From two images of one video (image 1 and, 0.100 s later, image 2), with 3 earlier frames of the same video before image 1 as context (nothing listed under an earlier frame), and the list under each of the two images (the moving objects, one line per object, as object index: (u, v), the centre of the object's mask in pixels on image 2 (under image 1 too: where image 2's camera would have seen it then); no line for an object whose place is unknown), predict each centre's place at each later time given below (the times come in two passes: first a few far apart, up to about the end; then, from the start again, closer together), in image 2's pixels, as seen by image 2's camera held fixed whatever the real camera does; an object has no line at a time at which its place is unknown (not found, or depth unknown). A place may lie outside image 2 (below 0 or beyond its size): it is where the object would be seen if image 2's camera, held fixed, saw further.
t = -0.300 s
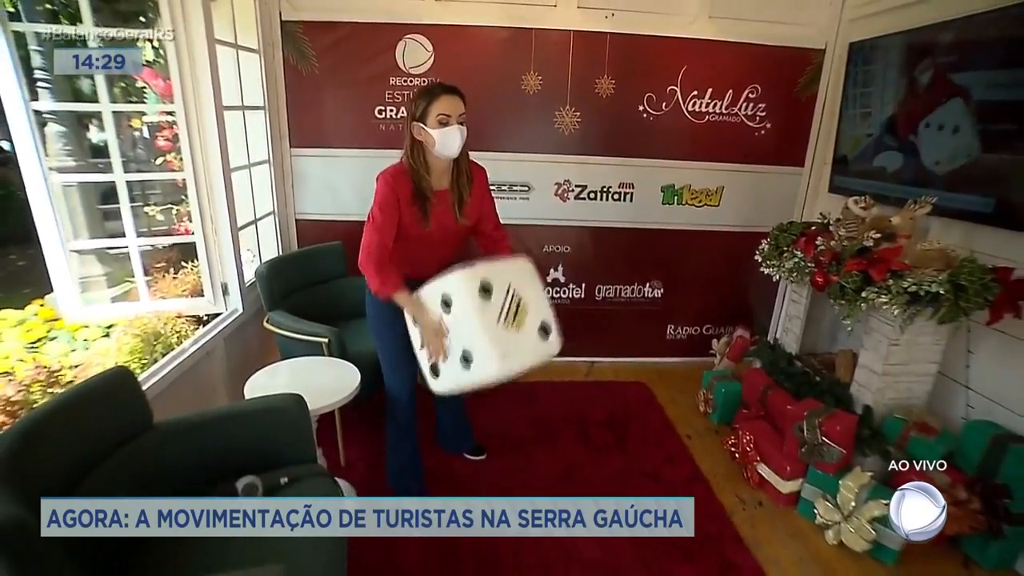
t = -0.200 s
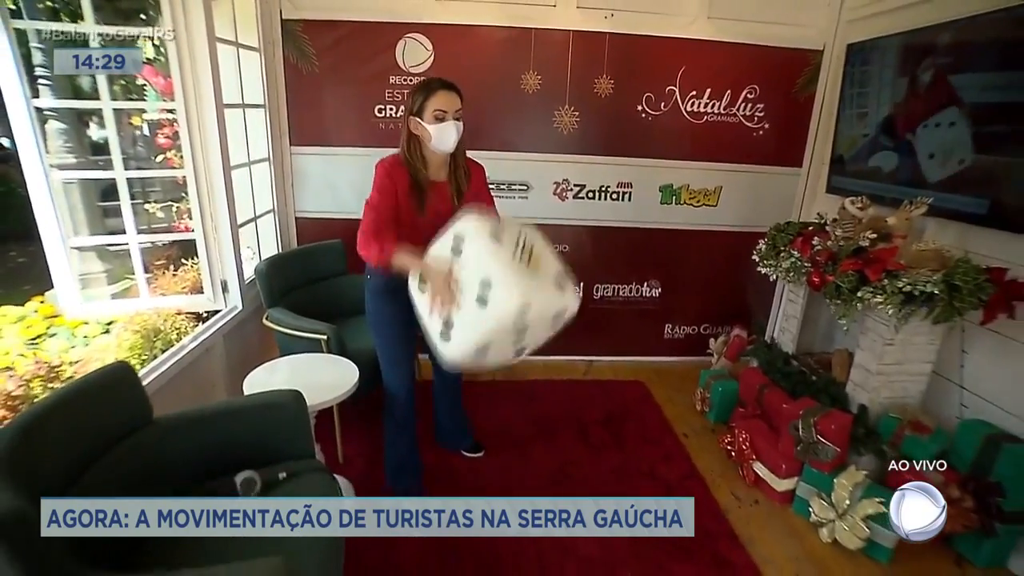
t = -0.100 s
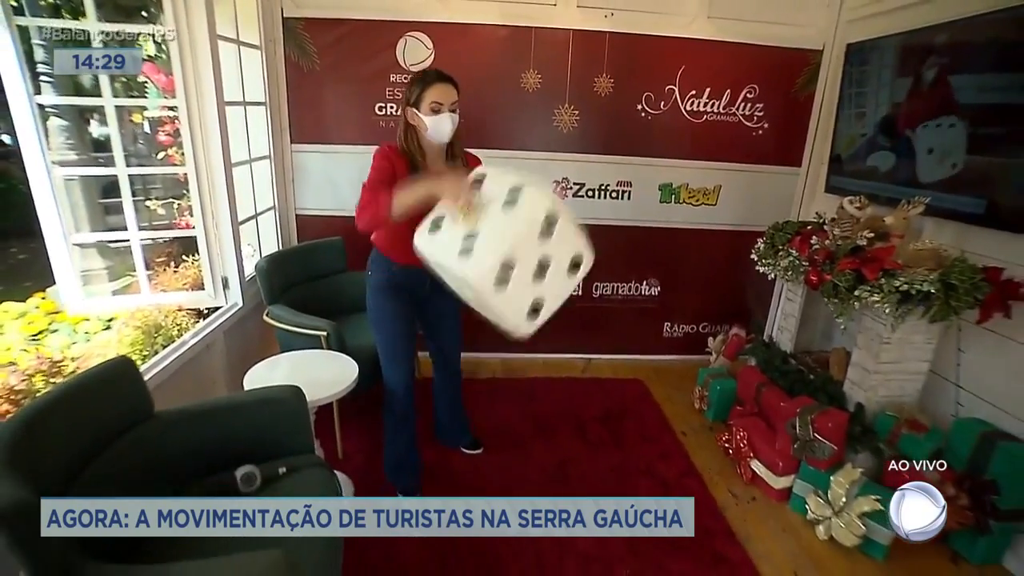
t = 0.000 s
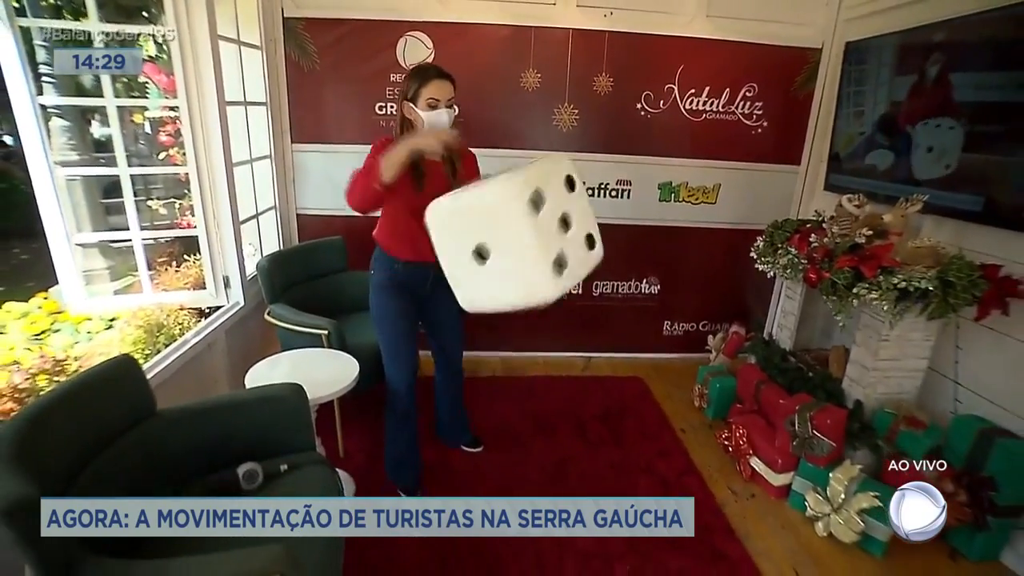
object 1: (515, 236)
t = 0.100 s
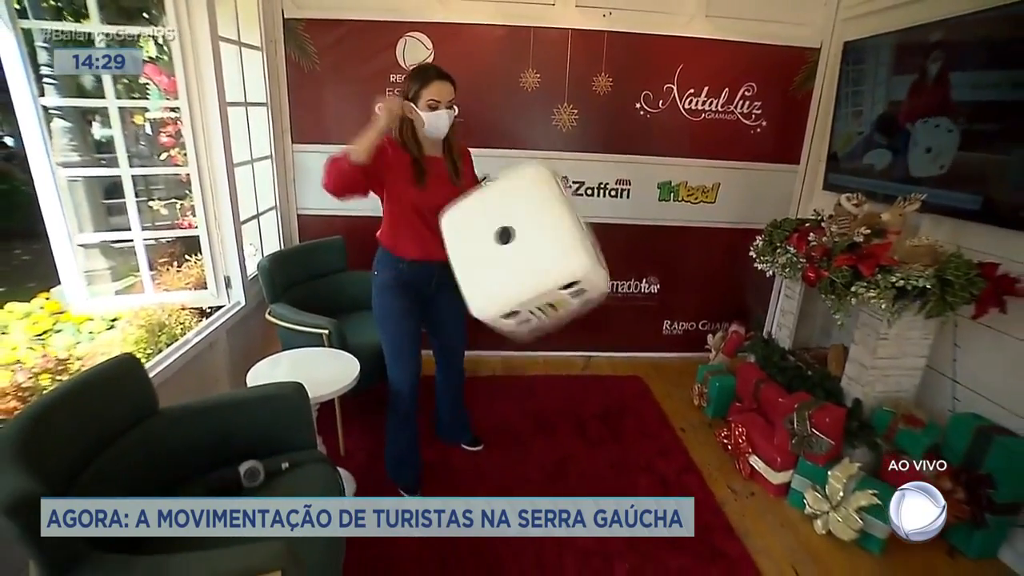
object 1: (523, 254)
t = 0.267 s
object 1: (546, 362)
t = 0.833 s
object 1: (540, 414)
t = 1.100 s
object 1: (518, 393)
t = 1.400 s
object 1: (496, 371)
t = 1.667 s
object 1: (466, 358)
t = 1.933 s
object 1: (465, 348)
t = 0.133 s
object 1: (530, 267)
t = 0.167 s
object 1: (537, 284)
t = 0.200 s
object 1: (540, 309)
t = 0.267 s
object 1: (546, 362)
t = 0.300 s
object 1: (548, 389)
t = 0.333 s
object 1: (549, 416)
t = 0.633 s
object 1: (551, 441)
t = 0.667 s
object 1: (550, 440)
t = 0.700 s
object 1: (548, 440)
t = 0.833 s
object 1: (540, 414)
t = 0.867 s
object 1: (538, 413)
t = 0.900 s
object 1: (536, 415)
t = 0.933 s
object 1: (535, 416)
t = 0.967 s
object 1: (531, 411)
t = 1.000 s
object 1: (528, 406)
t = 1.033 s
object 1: (525, 400)
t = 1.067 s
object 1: (521, 397)
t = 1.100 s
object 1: (518, 393)
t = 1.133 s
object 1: (516, 391)
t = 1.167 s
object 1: (513, 388)
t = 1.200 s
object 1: (510, 386)
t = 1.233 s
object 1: (508, 385)
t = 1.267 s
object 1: (505, 385)
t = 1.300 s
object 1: (503, 383)
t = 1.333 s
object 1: (500, 379)
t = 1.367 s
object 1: (498, 375)
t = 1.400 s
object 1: (496, 371)
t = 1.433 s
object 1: (494, 367)
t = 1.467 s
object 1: (491, 364)
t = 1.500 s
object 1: (487, 363)
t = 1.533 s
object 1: (482, 363)
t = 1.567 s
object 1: (477, 362)
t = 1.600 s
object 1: (473, 362)
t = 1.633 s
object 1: (469, 360)
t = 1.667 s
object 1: (466, 358)
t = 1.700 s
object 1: (463, 357)
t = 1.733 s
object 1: (460, 356)
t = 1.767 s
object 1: (458, 356)
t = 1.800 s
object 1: (458, 355)
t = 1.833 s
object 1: (460, 352)
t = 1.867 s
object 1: (462, 350)
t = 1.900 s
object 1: (464, 348)
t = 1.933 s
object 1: (465, 348)
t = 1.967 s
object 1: (468, 347)
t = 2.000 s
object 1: (470, 346)
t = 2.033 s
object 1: (473, 344)
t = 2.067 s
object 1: (475, 343)
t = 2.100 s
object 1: (478, 343)
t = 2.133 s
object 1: (480, 342)
